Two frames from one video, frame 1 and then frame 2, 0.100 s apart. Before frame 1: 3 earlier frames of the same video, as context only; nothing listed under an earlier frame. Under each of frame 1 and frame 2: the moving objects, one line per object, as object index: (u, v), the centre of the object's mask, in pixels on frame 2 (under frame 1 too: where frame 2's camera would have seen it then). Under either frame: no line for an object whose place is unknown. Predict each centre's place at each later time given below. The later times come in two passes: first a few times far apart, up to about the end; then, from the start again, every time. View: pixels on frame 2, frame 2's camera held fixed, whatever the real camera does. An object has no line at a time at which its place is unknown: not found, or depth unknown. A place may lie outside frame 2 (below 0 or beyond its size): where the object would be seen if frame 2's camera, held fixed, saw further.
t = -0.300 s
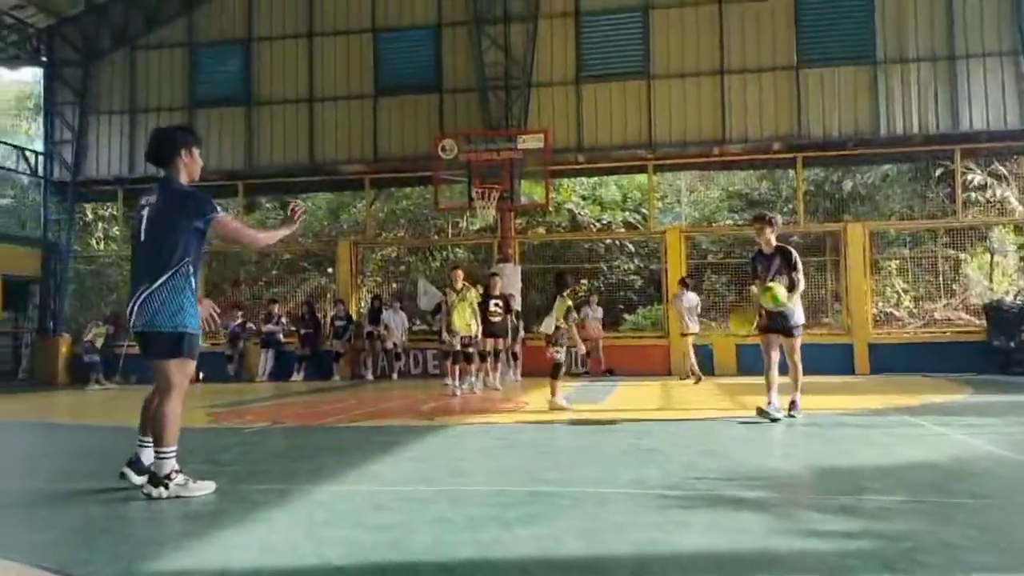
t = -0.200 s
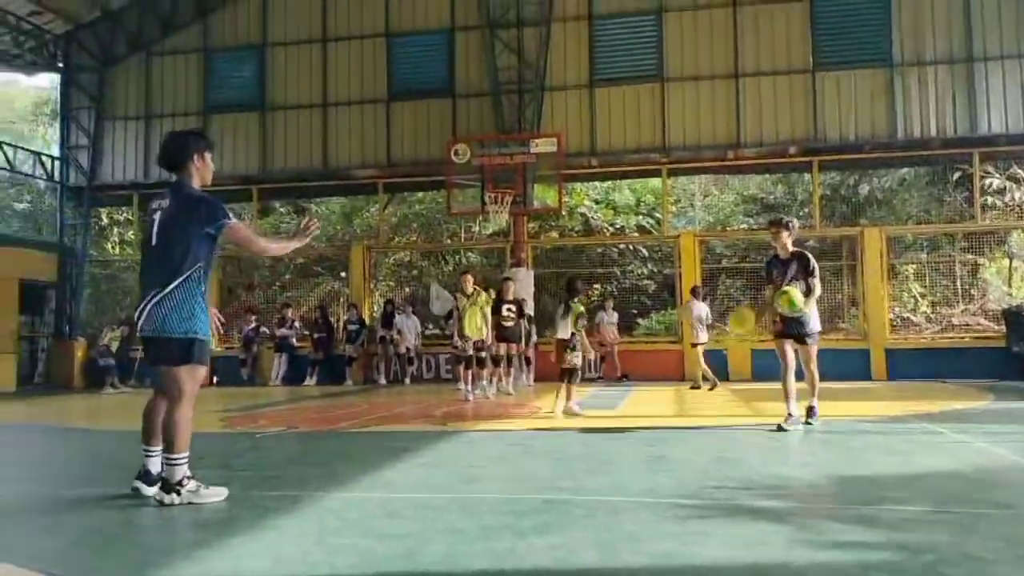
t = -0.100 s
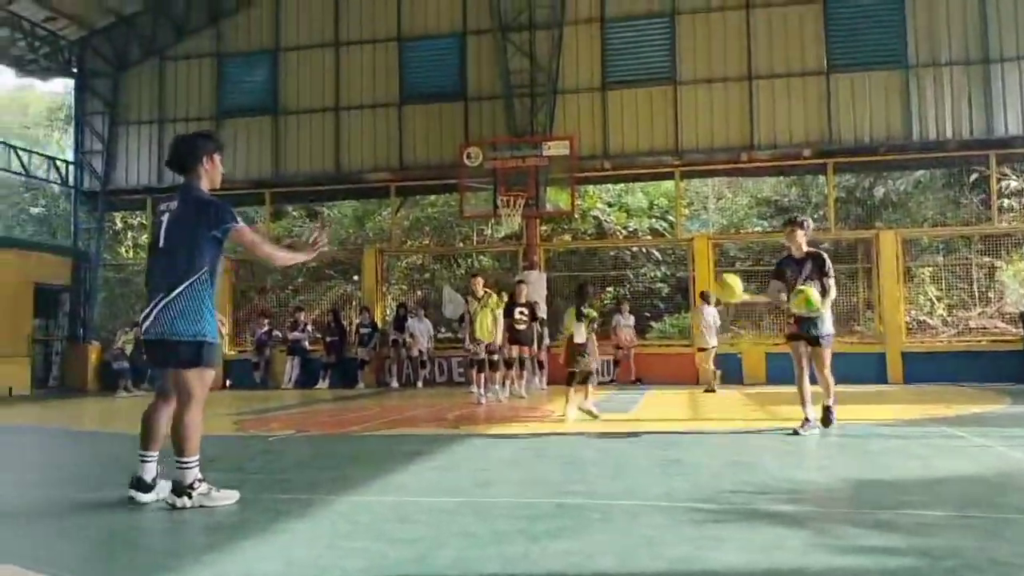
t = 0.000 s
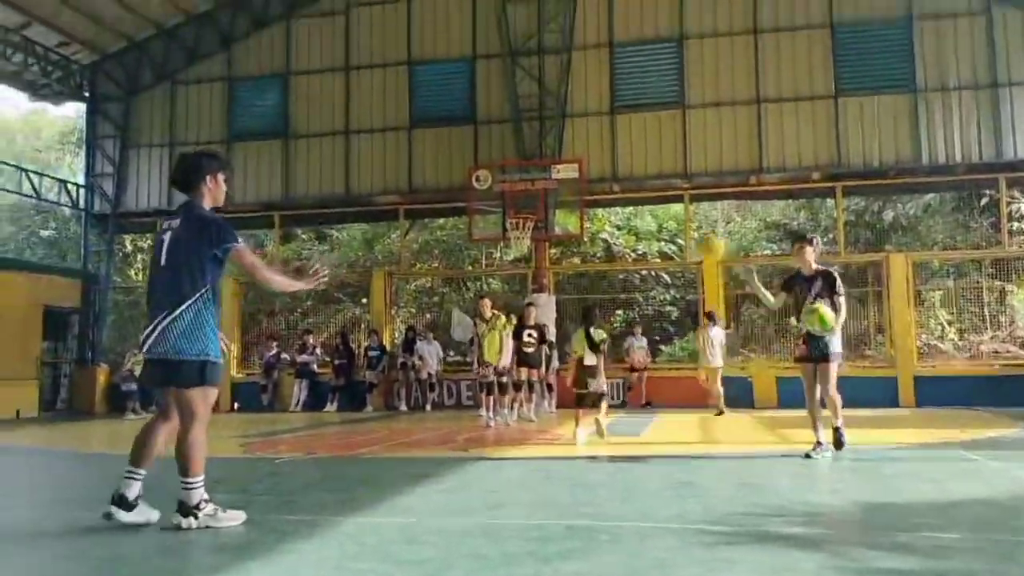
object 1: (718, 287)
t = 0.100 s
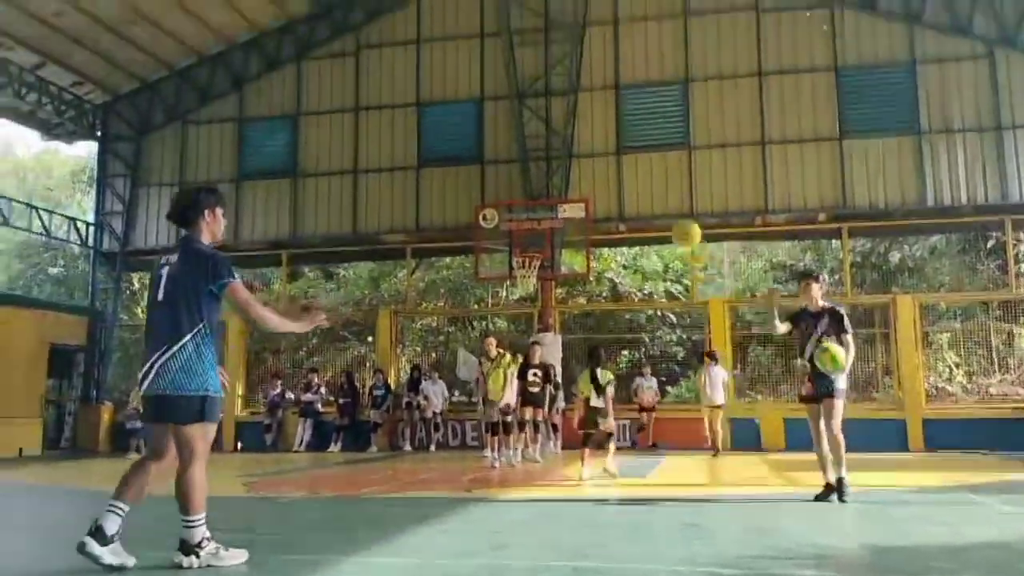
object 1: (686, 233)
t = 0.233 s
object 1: (649, 180)
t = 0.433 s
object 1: (582, 140)
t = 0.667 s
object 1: (494, 164)
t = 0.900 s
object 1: (385, 299)
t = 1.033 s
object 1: (307, 445)
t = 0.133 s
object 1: (678, 220)
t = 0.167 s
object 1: (668, 206)
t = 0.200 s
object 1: (660, 193)
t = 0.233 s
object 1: (649, 180)
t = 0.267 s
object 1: (637, 170)
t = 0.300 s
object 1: (627, 161)
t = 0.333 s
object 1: (617, 153)
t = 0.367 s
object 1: (605, 148)
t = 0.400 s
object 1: (594, 144)
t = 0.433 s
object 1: (582, 140)
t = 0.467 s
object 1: (570, 139)
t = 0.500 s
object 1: (559, 138)
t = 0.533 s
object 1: (546, 139)
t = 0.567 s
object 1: (534, 142)
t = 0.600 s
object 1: (521, 148)
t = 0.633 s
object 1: (508, 155)
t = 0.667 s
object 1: (494, 164)
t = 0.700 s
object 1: (480, 177)
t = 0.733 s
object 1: (465, 190)
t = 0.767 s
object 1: (452, 207)
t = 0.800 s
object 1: (435, 226)
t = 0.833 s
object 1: (419, 248)
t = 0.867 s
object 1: (403, 271)
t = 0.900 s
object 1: (385, 299)
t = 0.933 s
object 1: (366, 330)
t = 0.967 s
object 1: (347, 365)
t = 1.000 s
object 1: (329, 405)
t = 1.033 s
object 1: (307, 445)
